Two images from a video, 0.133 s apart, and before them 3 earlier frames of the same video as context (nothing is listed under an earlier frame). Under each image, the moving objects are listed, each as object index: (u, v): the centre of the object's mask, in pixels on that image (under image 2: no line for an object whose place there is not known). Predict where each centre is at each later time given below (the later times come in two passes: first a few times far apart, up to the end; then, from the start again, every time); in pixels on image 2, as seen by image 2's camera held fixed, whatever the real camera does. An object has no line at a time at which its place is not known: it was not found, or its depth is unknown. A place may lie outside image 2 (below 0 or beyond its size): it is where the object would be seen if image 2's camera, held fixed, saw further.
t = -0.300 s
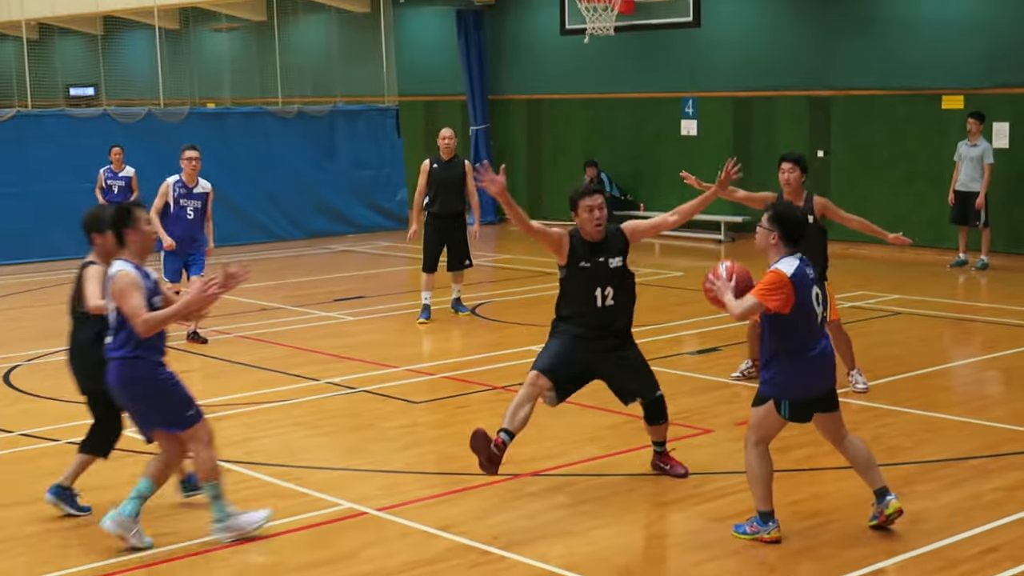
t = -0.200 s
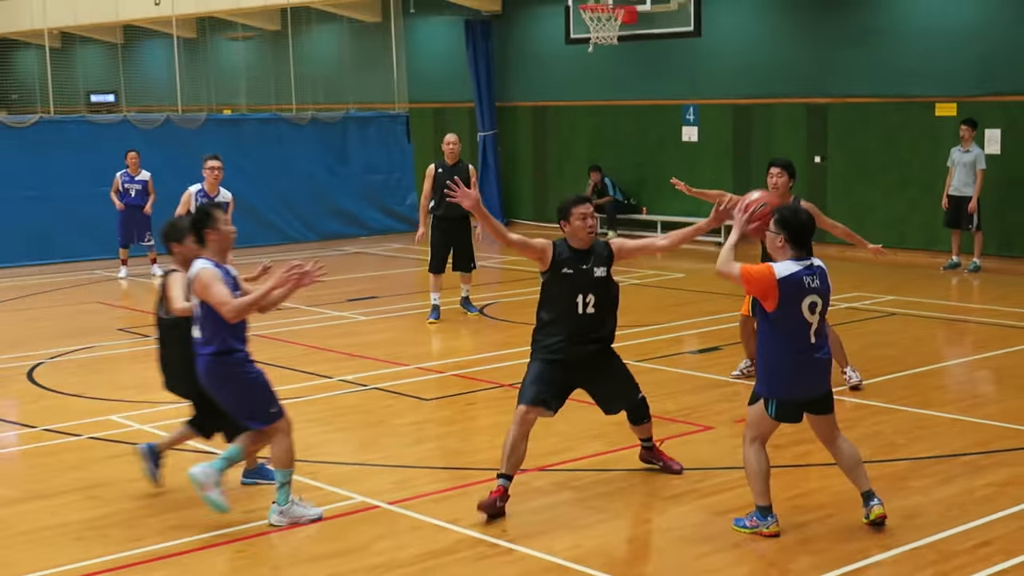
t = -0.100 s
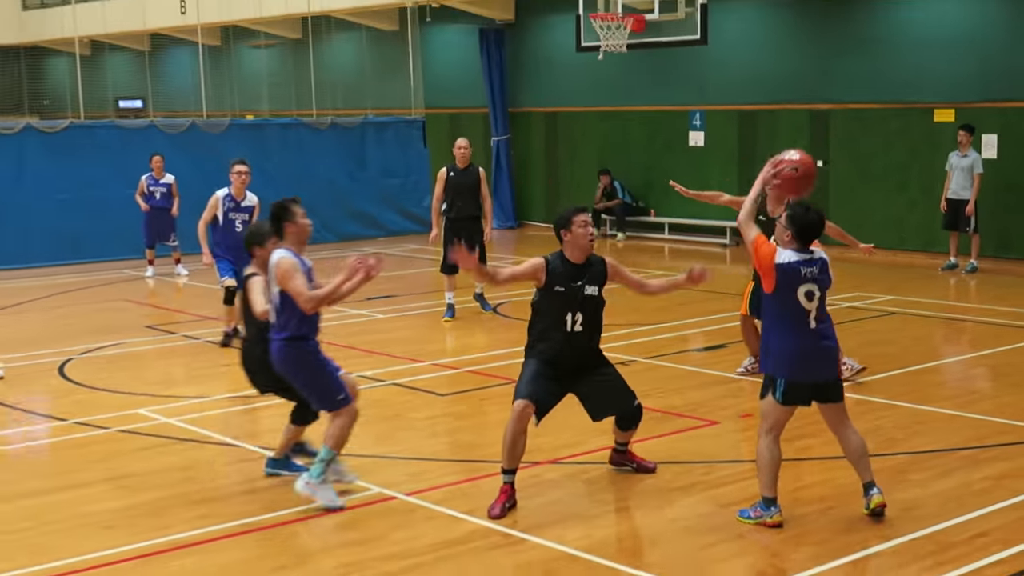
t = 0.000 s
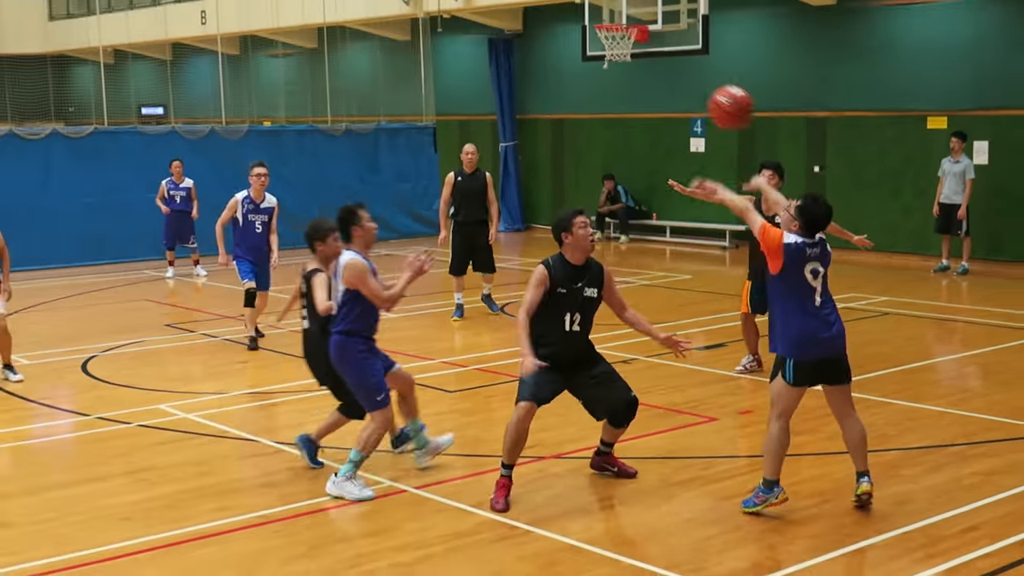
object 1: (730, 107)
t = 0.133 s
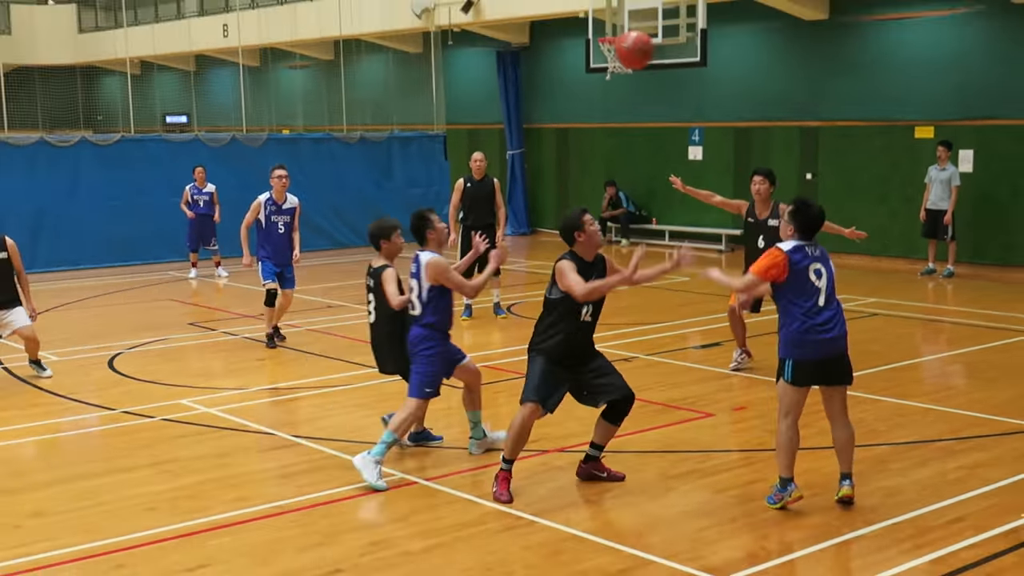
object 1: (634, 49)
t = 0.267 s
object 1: (553, 20)
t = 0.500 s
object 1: (446, 28)
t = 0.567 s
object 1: (421, 42)
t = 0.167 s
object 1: (613, 38)
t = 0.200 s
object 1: (591, 29)
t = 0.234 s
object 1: (572, 25)
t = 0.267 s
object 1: (553, 20)
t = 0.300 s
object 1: (536, 16)
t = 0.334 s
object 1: (518, 13)
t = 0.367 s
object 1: (502, 12)
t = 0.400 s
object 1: (487, 16)
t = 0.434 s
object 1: (473, 18)
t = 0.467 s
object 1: (459, 22)
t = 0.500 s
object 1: (446, 28)
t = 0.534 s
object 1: (433, 34)
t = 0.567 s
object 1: (421, 42)
